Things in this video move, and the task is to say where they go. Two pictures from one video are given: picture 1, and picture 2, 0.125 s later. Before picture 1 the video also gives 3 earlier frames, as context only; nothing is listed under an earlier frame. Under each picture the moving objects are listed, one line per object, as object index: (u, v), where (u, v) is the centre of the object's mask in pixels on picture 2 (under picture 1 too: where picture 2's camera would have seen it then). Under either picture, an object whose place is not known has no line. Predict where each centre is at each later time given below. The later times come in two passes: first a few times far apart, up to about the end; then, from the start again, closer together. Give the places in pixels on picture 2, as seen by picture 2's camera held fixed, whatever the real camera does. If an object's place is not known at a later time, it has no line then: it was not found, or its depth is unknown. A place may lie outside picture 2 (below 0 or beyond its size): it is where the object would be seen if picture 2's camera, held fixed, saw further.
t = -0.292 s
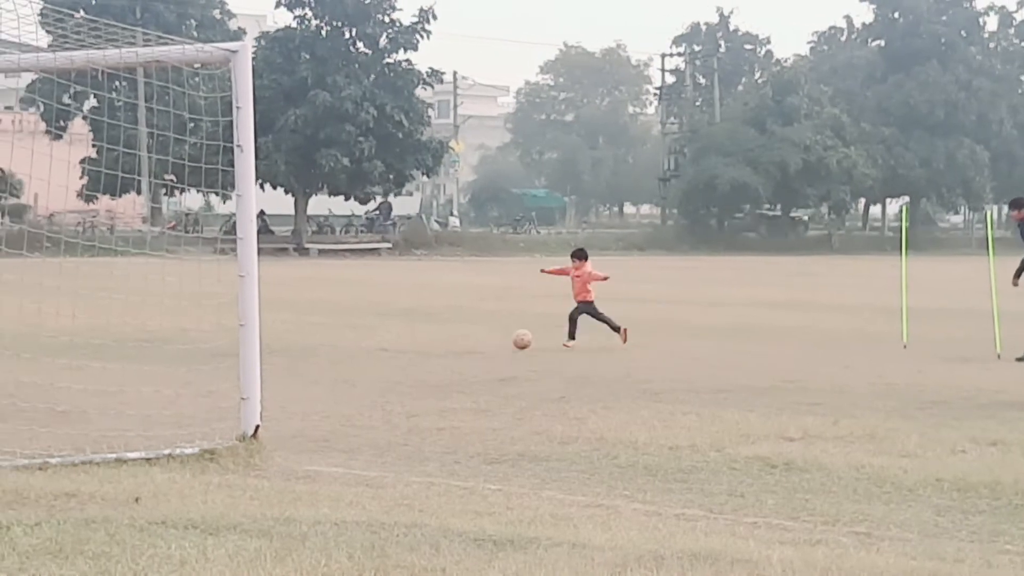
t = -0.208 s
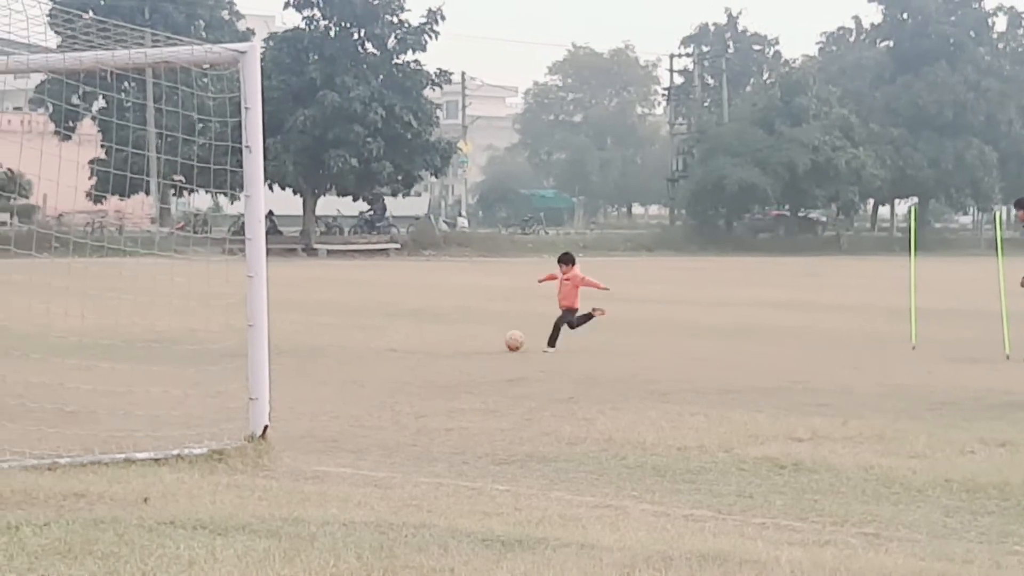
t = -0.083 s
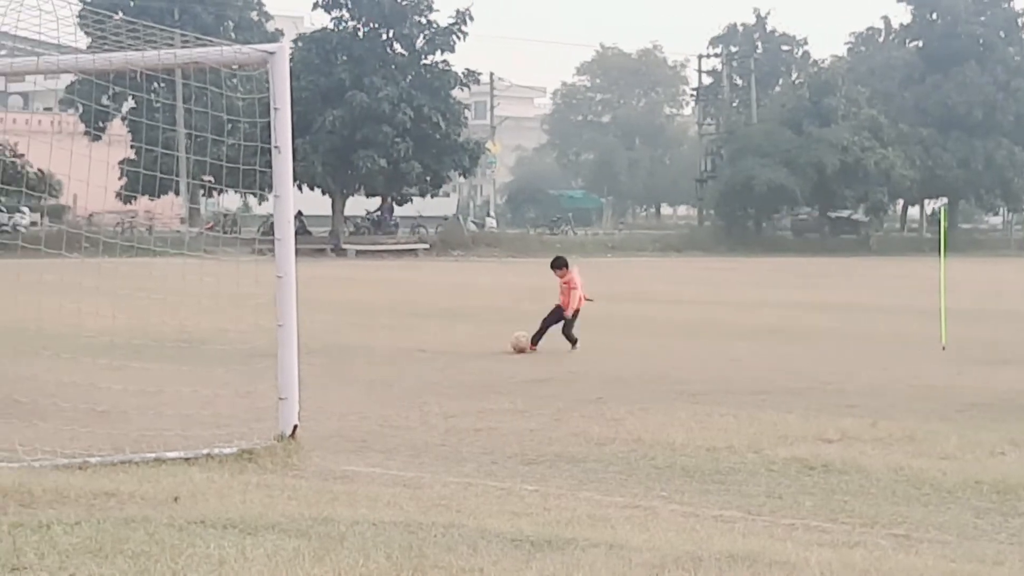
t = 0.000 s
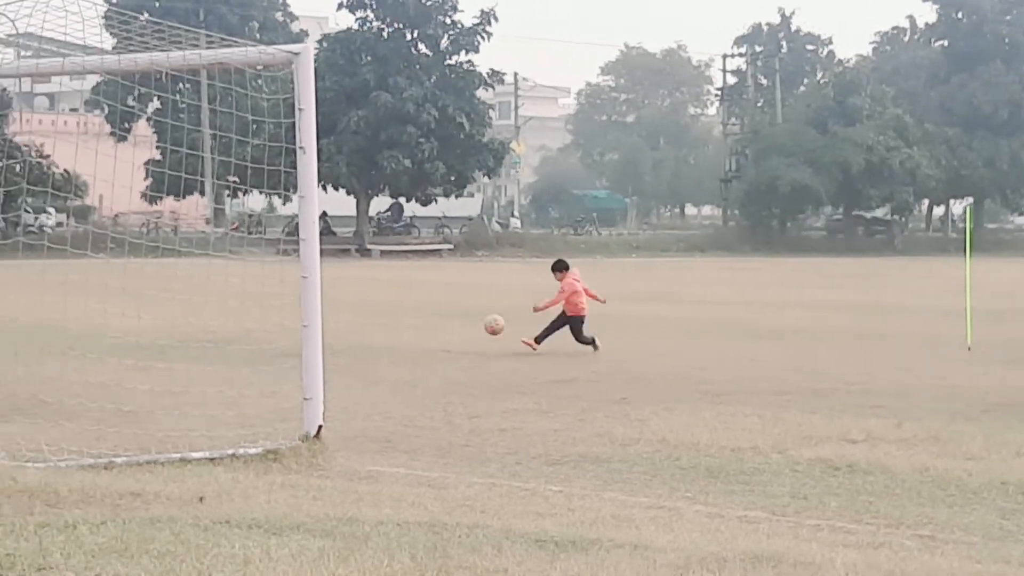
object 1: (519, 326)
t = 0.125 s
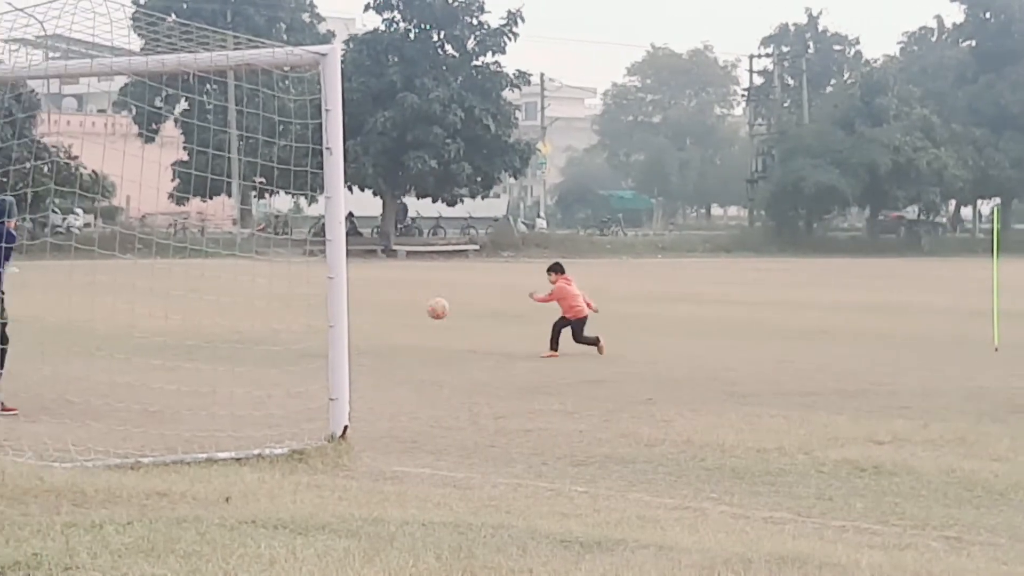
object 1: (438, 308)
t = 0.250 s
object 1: (354, 306)
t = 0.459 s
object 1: (183, 343)
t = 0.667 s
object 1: (24, 357)
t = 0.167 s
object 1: (410, 306)
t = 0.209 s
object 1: (380, 306)
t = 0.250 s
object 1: (354, 306)
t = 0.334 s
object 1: (286, 315)
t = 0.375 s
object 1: (253, 323)
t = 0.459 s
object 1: (183, 343)
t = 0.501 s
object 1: (146, 357)
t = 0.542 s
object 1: (107, 373)
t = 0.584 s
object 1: (81, 365)
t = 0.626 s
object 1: (53, 360)
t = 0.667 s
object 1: (24, 357)
